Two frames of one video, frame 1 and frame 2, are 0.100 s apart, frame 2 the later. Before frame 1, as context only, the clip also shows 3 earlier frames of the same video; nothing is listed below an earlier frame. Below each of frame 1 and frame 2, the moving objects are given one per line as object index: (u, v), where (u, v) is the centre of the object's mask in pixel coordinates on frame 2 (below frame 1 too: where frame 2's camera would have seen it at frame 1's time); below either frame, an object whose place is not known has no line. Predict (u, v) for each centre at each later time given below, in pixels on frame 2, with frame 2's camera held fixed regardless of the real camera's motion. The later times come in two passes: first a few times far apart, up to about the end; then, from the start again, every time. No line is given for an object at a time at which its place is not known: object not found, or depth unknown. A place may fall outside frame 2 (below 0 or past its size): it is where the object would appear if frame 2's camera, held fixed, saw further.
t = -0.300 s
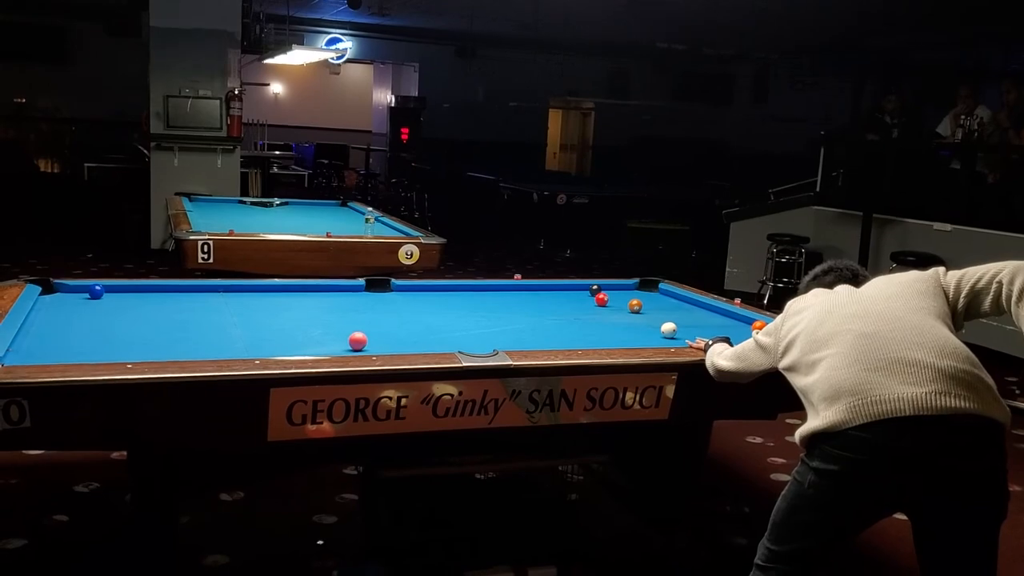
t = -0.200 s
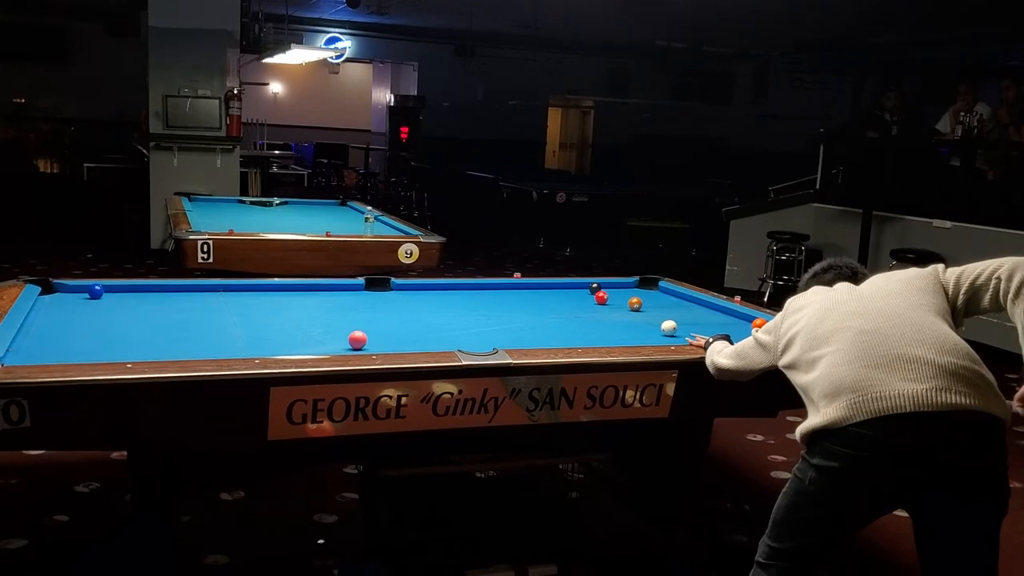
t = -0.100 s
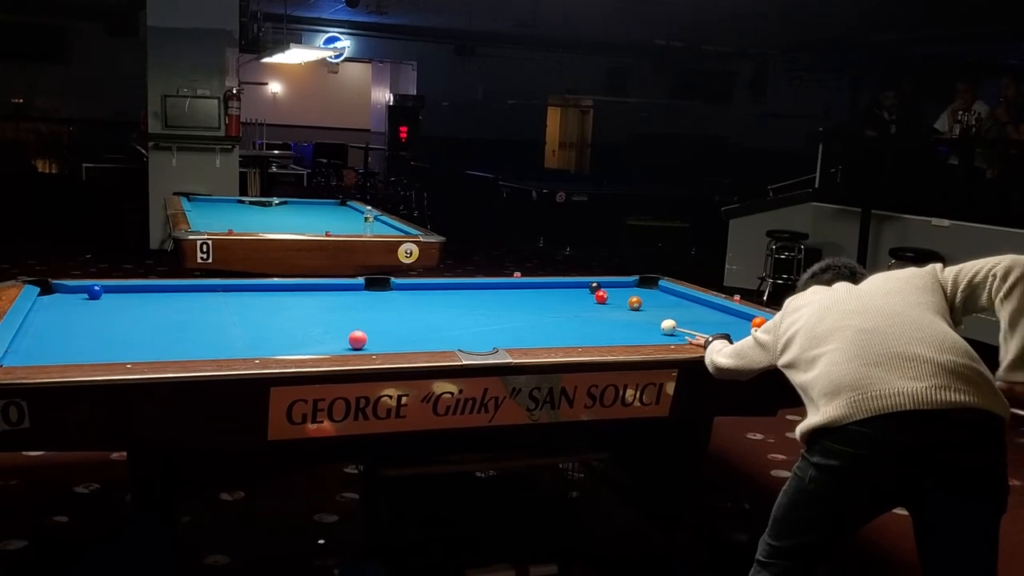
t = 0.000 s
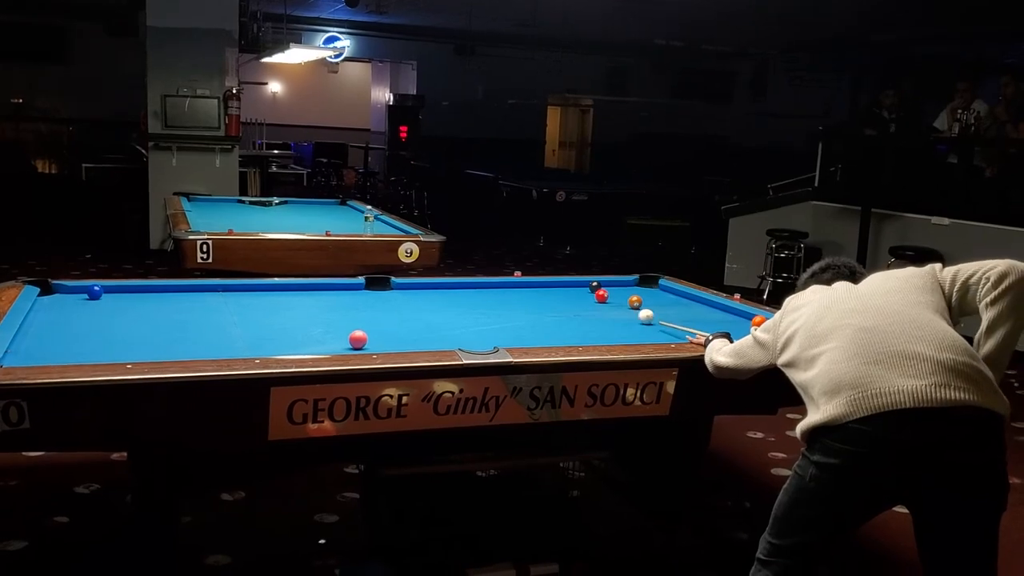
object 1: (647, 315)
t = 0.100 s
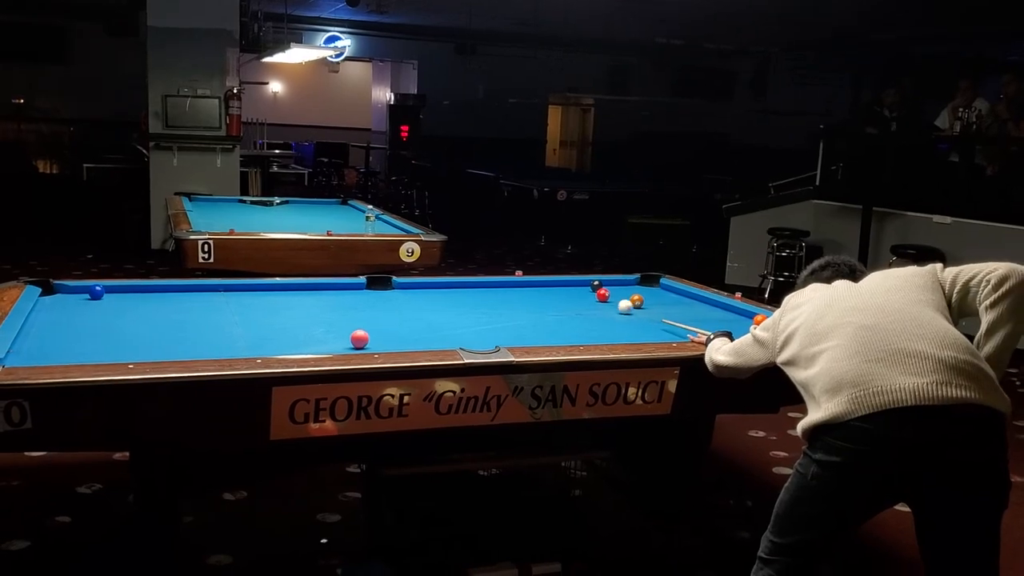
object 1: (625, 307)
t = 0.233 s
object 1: (601, 297)
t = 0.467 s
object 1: (555, 291)
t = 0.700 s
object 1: (513, 285)
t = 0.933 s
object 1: (489, 286)
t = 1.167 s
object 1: (477, 290)
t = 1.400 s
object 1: (464, 294)
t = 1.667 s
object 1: (449, 299)
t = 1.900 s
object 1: (435, 303)
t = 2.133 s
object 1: (422, 307)
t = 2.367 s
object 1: (408, 312)
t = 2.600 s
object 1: (394, 316)
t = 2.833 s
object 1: (380, 321)
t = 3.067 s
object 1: (367, 324)
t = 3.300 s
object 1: (351, 328)
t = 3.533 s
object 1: (337, 334)
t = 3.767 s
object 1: (323, 339)
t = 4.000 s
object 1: (308, 343)
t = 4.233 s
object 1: (294, 346)
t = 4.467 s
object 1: (280, 349)
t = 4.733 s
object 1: (266, 350)
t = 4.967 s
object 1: (256, 350)
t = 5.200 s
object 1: (248, 349)
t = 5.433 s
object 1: (241, 349)
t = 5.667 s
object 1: (234, 348)
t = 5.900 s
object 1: (230, 348)
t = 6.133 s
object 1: (228, 347)
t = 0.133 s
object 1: (619, 304)
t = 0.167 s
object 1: (613, 302)
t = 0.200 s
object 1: (607, 299)
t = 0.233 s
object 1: (601, 297)
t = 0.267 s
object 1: (594, 296)
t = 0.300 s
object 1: (587, 296)
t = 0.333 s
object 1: (580, 295)
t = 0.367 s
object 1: (574, 294)
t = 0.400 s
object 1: (567, 293)
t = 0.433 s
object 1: (561, 292)
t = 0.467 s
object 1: (555, 291)
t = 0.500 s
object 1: (549, 291)
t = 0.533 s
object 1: (542, 290)
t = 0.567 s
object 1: (537, 289)
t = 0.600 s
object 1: (531, 288)
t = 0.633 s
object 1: (525, 287)
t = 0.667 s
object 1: (519, 286)
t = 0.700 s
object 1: (513, 285)
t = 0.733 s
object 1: (507, 285)
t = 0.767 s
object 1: (502, 284)
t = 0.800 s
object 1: (497, 283)
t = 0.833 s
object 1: (495, 284)
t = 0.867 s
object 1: (493, 285)
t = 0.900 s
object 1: (491, 285)
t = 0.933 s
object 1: (489, 286)
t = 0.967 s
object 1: (488, 286)
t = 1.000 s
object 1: (486, 287)
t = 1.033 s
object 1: (484, 287)
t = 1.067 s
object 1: (482, 288)
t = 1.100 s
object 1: (480, 289)
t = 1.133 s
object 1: (479, 289)
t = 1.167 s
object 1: (477, 290)
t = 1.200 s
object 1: (475, 290)
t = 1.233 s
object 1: (473, 291)
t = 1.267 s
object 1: (471, 292)
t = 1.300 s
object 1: (469, 292)
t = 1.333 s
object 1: (468, 293)
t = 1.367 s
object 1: (466, 294)
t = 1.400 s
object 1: (464, 294)
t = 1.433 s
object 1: (462, 295)
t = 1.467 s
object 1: (460, 295)
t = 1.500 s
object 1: (459, 296)
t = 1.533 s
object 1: (457, 296)
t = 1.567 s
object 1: (455, 297)
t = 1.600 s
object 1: (453, 297)
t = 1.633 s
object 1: (451, 298)
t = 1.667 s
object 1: (449, 299)
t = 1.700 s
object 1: (447, 299)
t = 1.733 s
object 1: (445, 300)
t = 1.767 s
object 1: (443, 300)
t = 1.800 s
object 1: (441, 301)
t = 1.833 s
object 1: (439, 302)
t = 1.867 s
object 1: (437, 302)
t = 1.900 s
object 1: (435, 303)
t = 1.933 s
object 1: (433, 303)
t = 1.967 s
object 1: (431, 304)
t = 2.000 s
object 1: (430, 305)
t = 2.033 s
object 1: (428, 305)
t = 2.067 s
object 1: (426, 306)
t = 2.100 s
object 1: (424, 307)
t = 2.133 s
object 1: (422, 307)
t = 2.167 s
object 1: (420, 308)
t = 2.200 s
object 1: (418, 308)
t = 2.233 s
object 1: (416, 309)
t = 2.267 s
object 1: (414, 310)
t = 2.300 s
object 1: (412, 310)
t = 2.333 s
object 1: (410, 311)
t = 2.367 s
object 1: (408, 312)
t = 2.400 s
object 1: (406, 312)
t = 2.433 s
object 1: (404, 313)
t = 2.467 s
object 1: (402, 314)
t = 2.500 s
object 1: (400, 314)
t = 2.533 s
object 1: (398, 315)
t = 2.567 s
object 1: (396, 316)
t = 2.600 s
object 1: (394, 316)
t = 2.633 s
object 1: (392, 317)
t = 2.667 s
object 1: (391, 317)
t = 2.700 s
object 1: (388, 318)
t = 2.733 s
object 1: (386, 319)
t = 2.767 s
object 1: (384, 319)
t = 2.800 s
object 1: (383, 320)
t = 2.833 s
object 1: (380, 321)
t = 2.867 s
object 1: (379, 321)
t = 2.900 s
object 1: (377, 322)
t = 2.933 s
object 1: (375, 323)
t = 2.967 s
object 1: (373, 323)
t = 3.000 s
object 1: (371, 324)
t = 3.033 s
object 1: (369, 324)
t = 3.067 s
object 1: (367, 324)
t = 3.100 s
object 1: (365, 324)
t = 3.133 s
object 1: (363, 325)
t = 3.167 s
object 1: (360, 325)
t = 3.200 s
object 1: (358, 326)
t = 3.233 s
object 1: (355, 326)
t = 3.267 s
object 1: (353, 327)
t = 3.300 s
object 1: (351, 328)
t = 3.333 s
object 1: (349, 329)
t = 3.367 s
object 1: (347, 331)
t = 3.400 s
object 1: (345, 332)
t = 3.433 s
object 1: (343, 332)
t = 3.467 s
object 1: (341, 333)
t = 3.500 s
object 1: (339, 334)
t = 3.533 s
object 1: (337, 334)
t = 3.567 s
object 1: (335, 335)
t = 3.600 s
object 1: (333, 336)
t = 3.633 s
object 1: (331, 336)
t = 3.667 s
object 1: (329, 337)
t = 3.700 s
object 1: (327, 338)
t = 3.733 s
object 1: (325, 339)
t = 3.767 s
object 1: (323, 339)
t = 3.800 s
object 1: (321, 340)
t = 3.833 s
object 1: (319, 340)
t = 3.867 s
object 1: (317, 341)
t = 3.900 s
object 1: (314, 342)
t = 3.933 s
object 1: (312, 342)
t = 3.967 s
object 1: (310, 343)
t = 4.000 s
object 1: (308, 343)
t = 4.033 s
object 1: (306, 344)
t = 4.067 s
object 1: (304, 344)
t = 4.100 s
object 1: (302, 345)
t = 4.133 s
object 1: (300, 345)
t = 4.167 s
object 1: (298, 346)
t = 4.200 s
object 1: (296, 346)
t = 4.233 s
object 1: (294, 346)
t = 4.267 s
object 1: (292, 346)
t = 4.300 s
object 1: (290, 347)
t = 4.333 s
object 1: (288, 347)
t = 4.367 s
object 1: (286, 348)
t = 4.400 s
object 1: (284, 348)
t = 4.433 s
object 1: (282, 348)
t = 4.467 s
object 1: (280, 349)
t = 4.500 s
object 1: (278, 349)
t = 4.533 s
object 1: (276, 349)
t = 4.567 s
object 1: (274, 350)
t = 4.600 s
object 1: (272, 350)
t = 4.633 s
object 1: (270, 350)
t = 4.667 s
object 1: (269, 350)
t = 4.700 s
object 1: (268, 350)
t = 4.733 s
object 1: (266, 350)
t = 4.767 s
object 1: (264, 350)
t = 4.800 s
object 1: (263, 350)
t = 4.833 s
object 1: (261, 350)
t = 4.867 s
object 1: (260, 350)
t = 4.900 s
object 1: (258, 350)
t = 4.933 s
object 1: (258, 349)
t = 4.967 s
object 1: (256, 350)
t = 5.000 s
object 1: (255, 349)
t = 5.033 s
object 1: (254, 349)
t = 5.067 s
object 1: (252, 349)
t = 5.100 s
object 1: (251, 349)
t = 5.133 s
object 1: (250, 349)
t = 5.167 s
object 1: (249, 349)
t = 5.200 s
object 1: (248, 349)
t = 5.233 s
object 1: (246, 349)
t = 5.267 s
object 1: (245, 349)
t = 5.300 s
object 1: (245, 349)
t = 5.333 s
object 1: (244, 349)
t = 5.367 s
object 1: (243, 349)
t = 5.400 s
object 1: (242, 349)
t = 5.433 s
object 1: (241, 349)
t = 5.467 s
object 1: (240, 349)
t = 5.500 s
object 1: (239, 349)
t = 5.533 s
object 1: (238, 348)
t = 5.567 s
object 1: (237, 348)
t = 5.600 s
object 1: (236, 348)
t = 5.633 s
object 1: (235, 348)
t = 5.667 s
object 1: (234, 348)
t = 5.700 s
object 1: (234, 348)
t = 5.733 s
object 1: (233, 348)
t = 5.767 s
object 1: (233, 348)
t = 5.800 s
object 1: (232, 348)
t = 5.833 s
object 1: (231, 348)
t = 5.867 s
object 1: (231, 348)
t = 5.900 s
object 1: (230, 348)
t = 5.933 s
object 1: (230, 348)
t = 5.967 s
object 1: (229, 348)
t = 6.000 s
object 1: (229, 348)
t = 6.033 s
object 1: (228, 348)
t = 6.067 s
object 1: (228, 348)
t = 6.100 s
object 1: (227, 348)
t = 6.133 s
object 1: (228, 347)
